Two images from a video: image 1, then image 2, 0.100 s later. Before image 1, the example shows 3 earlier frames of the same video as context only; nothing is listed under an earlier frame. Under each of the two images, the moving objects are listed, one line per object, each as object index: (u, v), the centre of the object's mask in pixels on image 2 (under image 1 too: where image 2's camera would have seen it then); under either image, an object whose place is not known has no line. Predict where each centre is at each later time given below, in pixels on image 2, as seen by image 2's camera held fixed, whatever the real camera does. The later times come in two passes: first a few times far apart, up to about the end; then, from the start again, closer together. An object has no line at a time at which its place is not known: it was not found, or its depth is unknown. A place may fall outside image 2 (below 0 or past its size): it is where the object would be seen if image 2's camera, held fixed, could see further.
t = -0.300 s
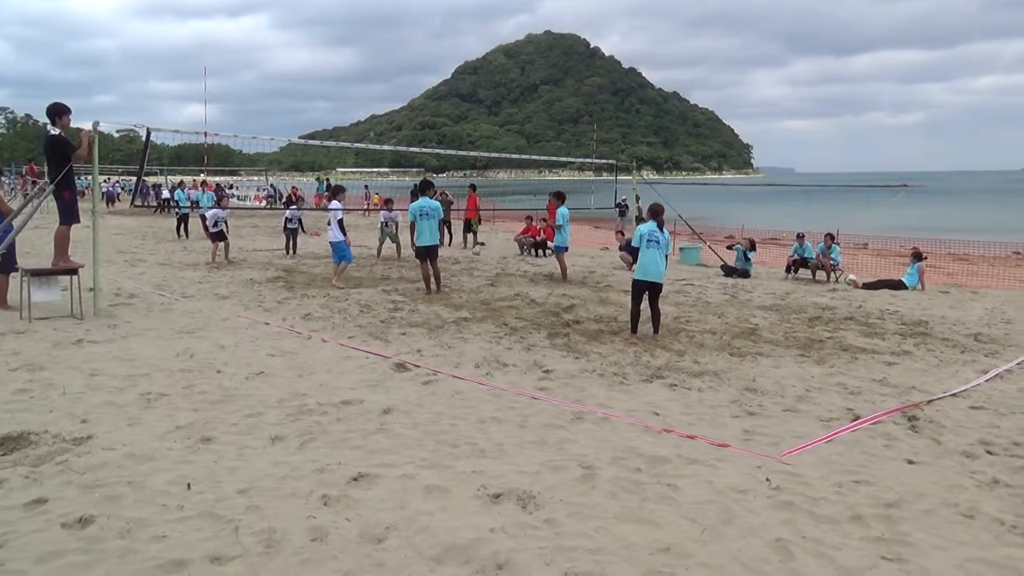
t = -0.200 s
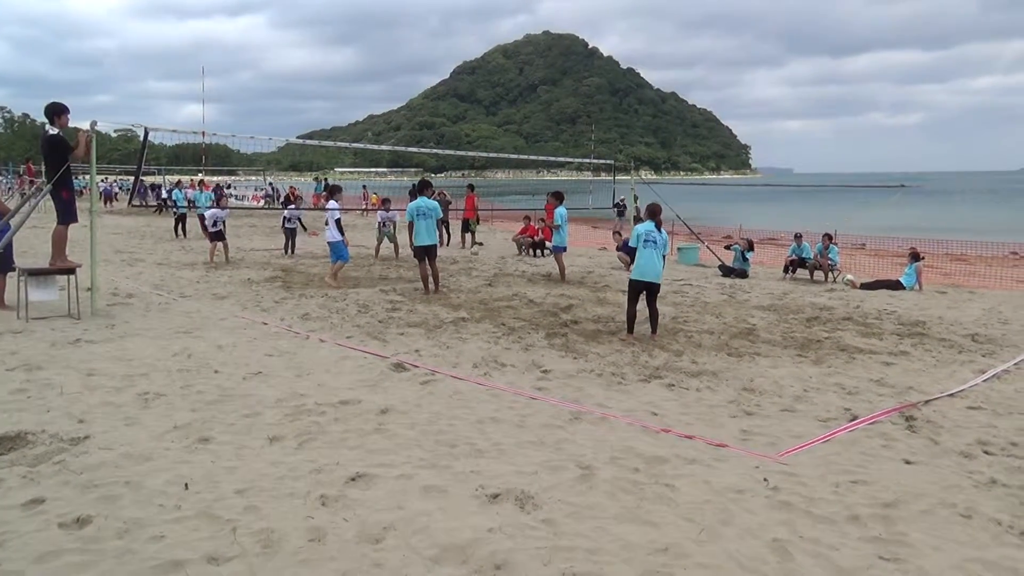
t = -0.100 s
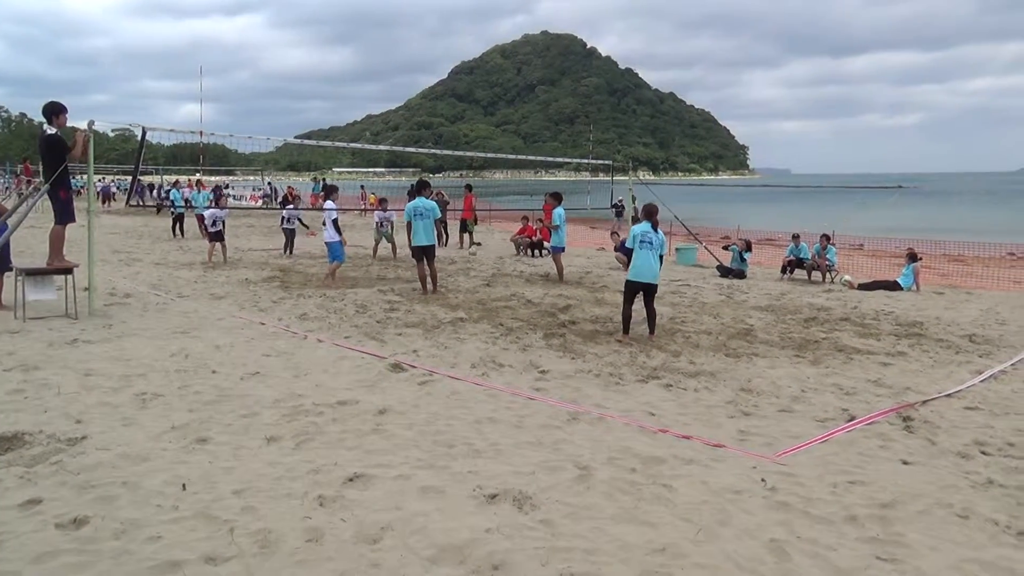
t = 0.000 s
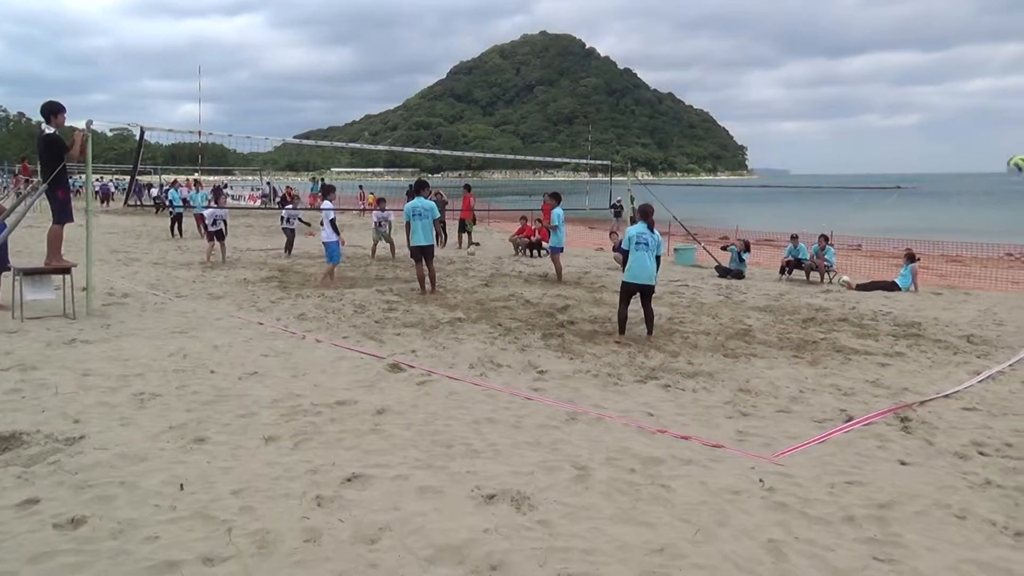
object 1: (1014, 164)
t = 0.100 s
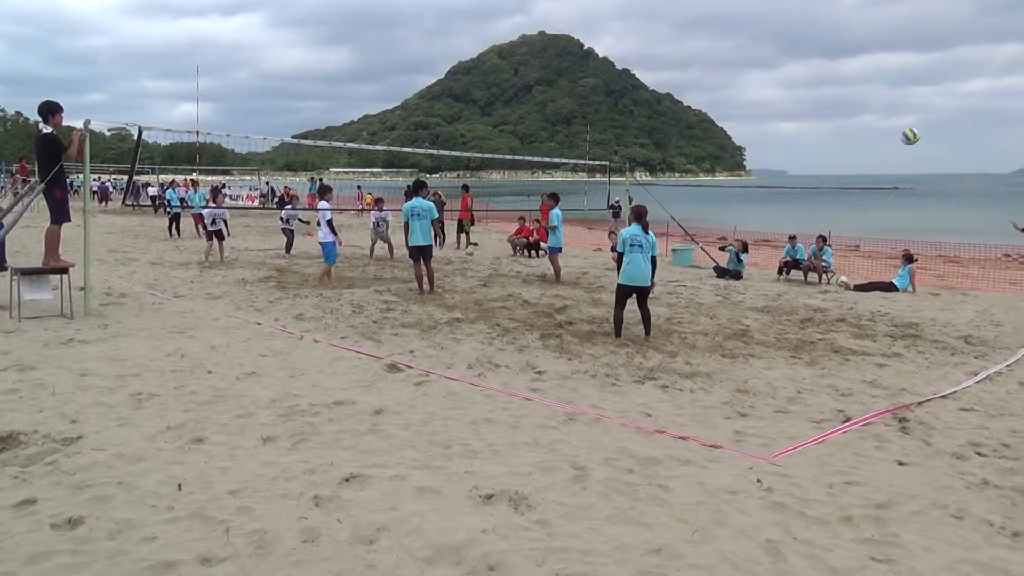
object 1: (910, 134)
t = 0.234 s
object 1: (793, 113)
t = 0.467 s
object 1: (642, 111)
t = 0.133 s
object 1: (879, 127)
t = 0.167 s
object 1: (849, 121)
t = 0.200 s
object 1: (821, 117)
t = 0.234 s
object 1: (793, 113)
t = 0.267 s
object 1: (769, 111)
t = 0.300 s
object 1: (745, 109)
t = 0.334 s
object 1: (722, 109)
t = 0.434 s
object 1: (661, 110)
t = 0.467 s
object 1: (642, 111)
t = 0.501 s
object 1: (624, 115)
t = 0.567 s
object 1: (589, 122)
